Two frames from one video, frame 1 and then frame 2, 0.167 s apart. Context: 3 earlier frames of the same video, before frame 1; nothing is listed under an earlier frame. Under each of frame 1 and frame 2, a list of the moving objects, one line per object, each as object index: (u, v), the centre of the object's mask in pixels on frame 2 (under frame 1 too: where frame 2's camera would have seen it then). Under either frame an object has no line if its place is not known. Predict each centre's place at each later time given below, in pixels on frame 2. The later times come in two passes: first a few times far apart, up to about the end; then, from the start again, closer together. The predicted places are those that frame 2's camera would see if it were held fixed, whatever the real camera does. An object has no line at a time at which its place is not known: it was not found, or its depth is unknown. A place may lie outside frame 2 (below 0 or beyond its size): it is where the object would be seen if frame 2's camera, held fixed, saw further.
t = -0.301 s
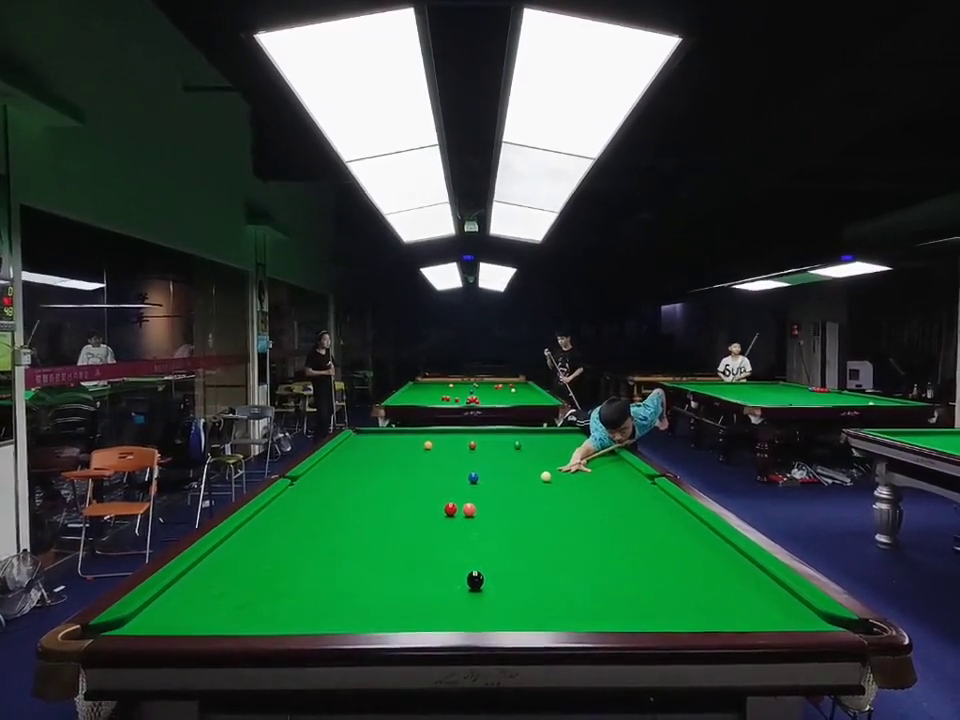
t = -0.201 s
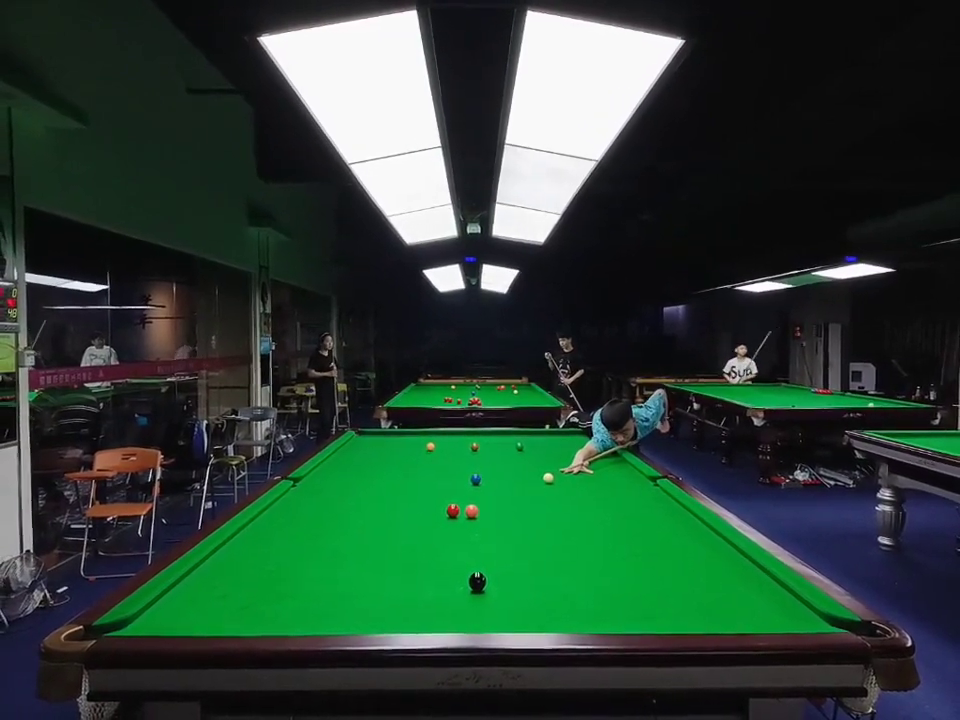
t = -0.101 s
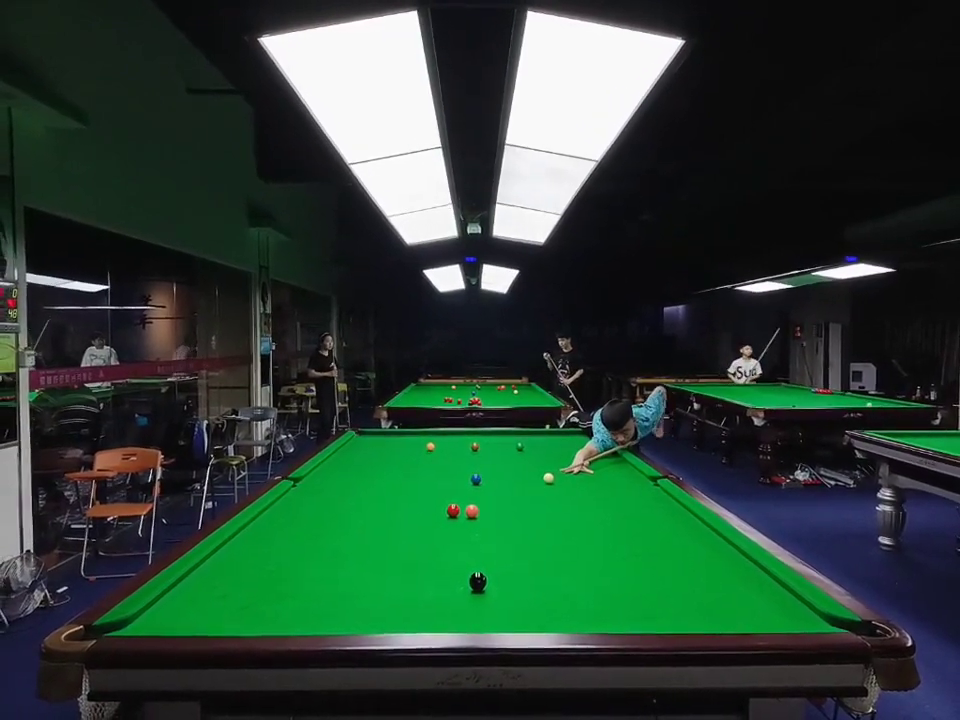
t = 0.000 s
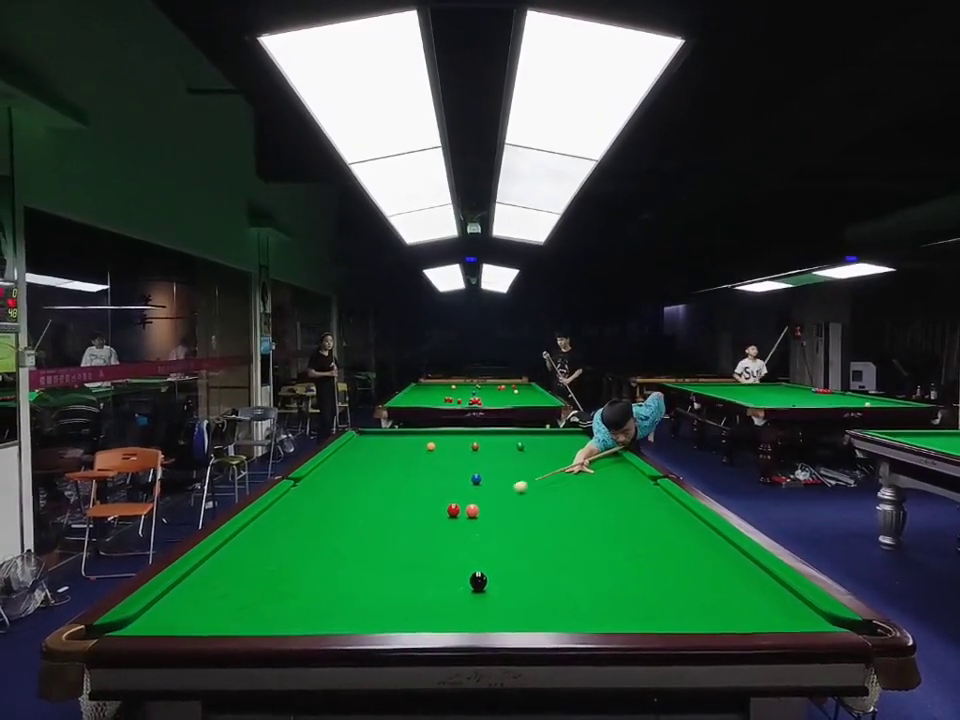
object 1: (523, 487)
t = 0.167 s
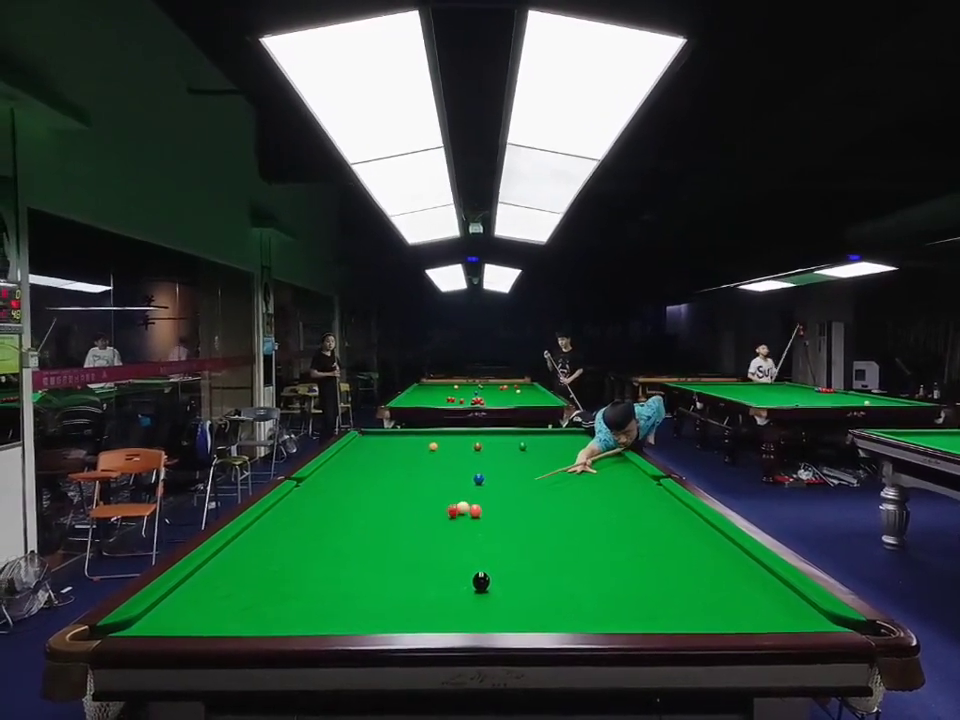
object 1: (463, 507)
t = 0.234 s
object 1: (460, 508)
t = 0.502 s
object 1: (436, 514)
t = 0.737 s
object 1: (404, 524)
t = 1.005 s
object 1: (365, 535)
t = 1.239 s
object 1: (327, 546)
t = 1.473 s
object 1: (287, 559)
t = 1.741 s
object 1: (236, 574)
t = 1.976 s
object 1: (187, 588)
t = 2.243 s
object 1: (180, 603)
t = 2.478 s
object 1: (186, 614)
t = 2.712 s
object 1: (195, 622)
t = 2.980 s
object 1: (222, 616)
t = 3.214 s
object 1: (244, 610)
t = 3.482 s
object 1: (265, 604)
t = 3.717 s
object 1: (282, 598)
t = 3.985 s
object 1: (298, 593)
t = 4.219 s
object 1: (311, 589)
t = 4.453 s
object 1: (322, 586)
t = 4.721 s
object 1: (333, 583)
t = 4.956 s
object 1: (341, 581)
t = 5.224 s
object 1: (348, 579)
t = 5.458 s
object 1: (353, 577)
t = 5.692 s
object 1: (357, 576)
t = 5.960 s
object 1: (360, 574)
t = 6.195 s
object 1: (362, 574)
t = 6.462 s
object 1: (362, 574)
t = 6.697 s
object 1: (362, 574)
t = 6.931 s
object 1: (360, 575)
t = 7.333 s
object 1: (362, 575)
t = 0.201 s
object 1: (461, 508)
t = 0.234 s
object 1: (460, 508)
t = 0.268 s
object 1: (459, 508)
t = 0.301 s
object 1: (456, 509)
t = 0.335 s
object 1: (454, 509)
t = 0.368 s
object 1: (451, 510)
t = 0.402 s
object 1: (448, 511)
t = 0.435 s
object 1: (445, 512)
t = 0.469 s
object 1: (440, 513)
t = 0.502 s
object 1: (436, 514)
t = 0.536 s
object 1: (432, 515)
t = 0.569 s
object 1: (427, 517)
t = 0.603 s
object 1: (423, 518)
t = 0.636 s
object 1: (418, 520)
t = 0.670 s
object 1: (414, 521)
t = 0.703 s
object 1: (409, 522)
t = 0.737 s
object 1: (404, 524)
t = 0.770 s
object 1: (399, 525)
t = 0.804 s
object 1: (395, 527)
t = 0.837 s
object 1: (390, 528)
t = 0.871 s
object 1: (385, 529)
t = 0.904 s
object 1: (380, 531)
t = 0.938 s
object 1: (375, 532)
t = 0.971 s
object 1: (370, 534)
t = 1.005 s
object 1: (365, 535)
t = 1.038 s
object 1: (360, 537)
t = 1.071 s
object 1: (355, 538)
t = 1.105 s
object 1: (349, 540)
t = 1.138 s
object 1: (344, 541)
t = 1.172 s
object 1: (338, 543)
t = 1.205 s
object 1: (333, 545)
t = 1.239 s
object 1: (327, 546)
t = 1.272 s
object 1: (322, 548)
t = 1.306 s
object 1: (316, 550)
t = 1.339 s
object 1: (310, 551)
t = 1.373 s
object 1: (304, 553)
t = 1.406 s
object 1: (298, 555)
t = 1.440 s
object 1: (293, 557)
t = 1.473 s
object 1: (287, 559)
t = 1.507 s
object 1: (280, 560)
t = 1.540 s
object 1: (274, 562)
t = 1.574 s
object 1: (268, 564)
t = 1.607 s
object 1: (262, 566)
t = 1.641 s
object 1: (255, 568)
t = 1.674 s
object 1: (249, 570)
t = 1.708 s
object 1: (242, 572)
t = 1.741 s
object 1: (236, 574)
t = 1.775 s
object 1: (229, 576)
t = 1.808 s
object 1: (222, 578)
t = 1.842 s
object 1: (216, 579)
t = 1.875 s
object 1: (208, 582)
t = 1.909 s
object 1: (202, 584)
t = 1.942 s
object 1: (195, 585)
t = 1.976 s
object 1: (187, 588)
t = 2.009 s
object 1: (180, 590)
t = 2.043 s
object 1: (173, 593)
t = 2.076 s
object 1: (175, 594)
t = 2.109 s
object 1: (176, 596)
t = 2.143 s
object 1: (177, 598)
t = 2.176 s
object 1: (178, 600)
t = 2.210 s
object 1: (179, 601)
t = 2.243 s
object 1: (180, 603)
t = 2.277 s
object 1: (181, 605)
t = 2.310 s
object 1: (181, 606)
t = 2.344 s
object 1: (182, 608)
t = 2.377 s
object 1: (183, 609)
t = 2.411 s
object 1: (184, 611)
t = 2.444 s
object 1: (185, 613)
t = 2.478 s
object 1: (186, 614)
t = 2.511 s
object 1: (187, 615)
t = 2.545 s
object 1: (188, 616)
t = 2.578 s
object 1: (189, 618)
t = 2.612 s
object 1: (191, 620)
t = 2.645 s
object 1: (192, 620)
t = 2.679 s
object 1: (193, 621)
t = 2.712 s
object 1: (195, 622)
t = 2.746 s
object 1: (199, 621)
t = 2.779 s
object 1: (202, 620)
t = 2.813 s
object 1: (206, 620)
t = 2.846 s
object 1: (209, 619)
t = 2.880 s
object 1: (213, 618)
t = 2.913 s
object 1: (216, 617)
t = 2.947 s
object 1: (219, 617)
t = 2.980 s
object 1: (222, 616)
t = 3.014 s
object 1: (226, 615)
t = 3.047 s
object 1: (229, 615)
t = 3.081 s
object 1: (232, 613)
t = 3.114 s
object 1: (235, 612)
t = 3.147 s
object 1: (238, 612)
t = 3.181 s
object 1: (241, 611)
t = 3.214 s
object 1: (244, 610)
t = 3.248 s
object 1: (246, 609)
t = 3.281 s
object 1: (249, 608)
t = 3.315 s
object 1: (252, 607)
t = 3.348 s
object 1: (255, 607)
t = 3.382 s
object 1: (257, 606)
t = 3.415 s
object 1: (260, 605)
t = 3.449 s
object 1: (263, 604)
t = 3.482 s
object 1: (265, 604)
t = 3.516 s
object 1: (268, 603)
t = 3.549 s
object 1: (270, 602)
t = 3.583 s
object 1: (272, 601)
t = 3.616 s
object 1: (275, 600)
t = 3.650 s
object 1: (277, 600)
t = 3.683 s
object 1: (279, 599)
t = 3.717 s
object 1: (282, 598)
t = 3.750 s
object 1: (284, 598)
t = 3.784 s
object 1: (286, 597)
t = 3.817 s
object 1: (288, 596)
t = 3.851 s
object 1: (290, 596)
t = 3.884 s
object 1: (292, 595)
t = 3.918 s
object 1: (294, 594)
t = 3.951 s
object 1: (296, 594)
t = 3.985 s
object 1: (298, 593)
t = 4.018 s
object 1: (300, 592)
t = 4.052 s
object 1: (302, 592)
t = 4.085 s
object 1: (304, 591)
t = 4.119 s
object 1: (305, 591)
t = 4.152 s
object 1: (307, 590)
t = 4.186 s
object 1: (309, 590)
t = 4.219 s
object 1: (311, 589)
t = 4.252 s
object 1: (312, 589)
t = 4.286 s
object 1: (314, 589)
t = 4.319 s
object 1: (316, 588)
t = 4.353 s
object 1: (317, 588)
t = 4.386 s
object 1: (319, 588)
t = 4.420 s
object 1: (320, 587)
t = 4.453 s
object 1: (322, 586)
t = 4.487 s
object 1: (323, 586)
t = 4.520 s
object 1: (325, 585)
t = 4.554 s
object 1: (326, 585)
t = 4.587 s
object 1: (328, 585)
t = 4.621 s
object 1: (329, 584)
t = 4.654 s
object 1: (330, 584)
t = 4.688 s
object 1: (331, 584)
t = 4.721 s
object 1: (333, 583)
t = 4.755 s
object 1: (334, 583)
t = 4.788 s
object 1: (335, 583)
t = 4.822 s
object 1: (336, 582)
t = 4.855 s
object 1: (337, 582)
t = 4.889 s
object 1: (338, 582)
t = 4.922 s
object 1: (340, 581)
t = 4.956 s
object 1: (341, 581)
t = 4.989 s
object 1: (342, 580)
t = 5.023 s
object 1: (342, 580)
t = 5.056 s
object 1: (343, 580)
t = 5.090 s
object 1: (344, 579)
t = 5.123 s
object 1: (345, 579)
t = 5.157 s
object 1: (346, 579)
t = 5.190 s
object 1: (347, 579)
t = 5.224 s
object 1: (348, 579)
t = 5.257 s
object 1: (349, 578)
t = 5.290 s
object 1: (349, 578)
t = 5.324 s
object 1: (350, 578)
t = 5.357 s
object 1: (351, 578)
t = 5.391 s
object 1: (351, 578)
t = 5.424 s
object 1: (352, 577)
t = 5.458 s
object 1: (353, 577)
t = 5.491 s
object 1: (354, 576)
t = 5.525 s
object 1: (354, 576)
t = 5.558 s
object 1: (355, 576)
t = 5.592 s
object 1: (355, 576)
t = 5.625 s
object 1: (356, 576)
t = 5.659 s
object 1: (356, 576)
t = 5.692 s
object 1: (357, 576)
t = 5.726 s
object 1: (357, 576)
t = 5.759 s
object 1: (358, 575)
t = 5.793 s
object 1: (358, 575)
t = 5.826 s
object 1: (359, 575)
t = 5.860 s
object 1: (358, 575)
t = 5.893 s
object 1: (359, 575)
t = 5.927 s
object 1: (359, 575)
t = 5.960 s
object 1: (360, 574)
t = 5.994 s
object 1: (360, 574)
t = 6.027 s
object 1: (360, 574)
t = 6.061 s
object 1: (360, 574)
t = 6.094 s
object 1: (361, 574)
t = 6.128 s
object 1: (361, 574)
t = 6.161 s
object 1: (361, 574)
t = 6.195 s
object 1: (362, 574)
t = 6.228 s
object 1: (362, 574)
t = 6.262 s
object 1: (361, 574)
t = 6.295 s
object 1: (361, 574)
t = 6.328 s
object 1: (362, 574)
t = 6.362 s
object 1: (362, 574)
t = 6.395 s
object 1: (361, 574)
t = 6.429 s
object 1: (361, 574)
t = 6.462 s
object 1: (362, 574)
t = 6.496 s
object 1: (361, 574)
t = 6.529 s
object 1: (361, 574)
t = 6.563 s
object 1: (361, 574)
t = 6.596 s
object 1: (361, 574)
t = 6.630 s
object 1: (361, 574)
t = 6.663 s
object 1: (361, 575)
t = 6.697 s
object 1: (362, 574)
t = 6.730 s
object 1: (362, 574)
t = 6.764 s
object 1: (360, 574)
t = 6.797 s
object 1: (360, 574)
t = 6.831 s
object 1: (360, 575)
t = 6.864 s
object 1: (360, 575)
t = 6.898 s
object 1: (360, 575)
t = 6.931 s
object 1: (360, 575)
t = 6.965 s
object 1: (360, 575)
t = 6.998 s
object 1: (360, 575)
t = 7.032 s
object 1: (359, 575)
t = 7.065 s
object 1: (360, 575)
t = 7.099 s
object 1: (360, 575)
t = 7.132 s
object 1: (360, 575)
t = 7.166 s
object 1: (359, 575)
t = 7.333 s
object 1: (362, 575)
